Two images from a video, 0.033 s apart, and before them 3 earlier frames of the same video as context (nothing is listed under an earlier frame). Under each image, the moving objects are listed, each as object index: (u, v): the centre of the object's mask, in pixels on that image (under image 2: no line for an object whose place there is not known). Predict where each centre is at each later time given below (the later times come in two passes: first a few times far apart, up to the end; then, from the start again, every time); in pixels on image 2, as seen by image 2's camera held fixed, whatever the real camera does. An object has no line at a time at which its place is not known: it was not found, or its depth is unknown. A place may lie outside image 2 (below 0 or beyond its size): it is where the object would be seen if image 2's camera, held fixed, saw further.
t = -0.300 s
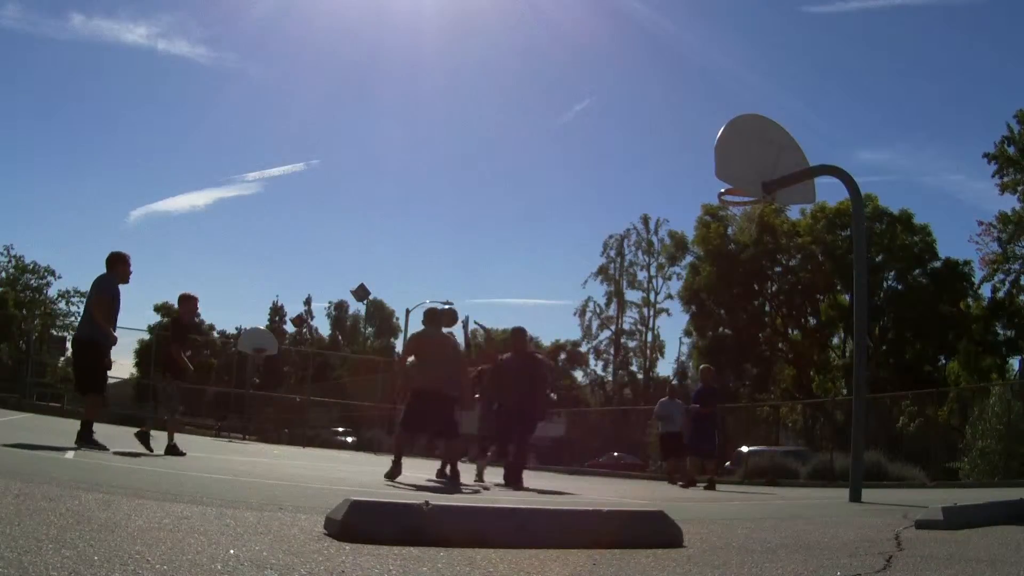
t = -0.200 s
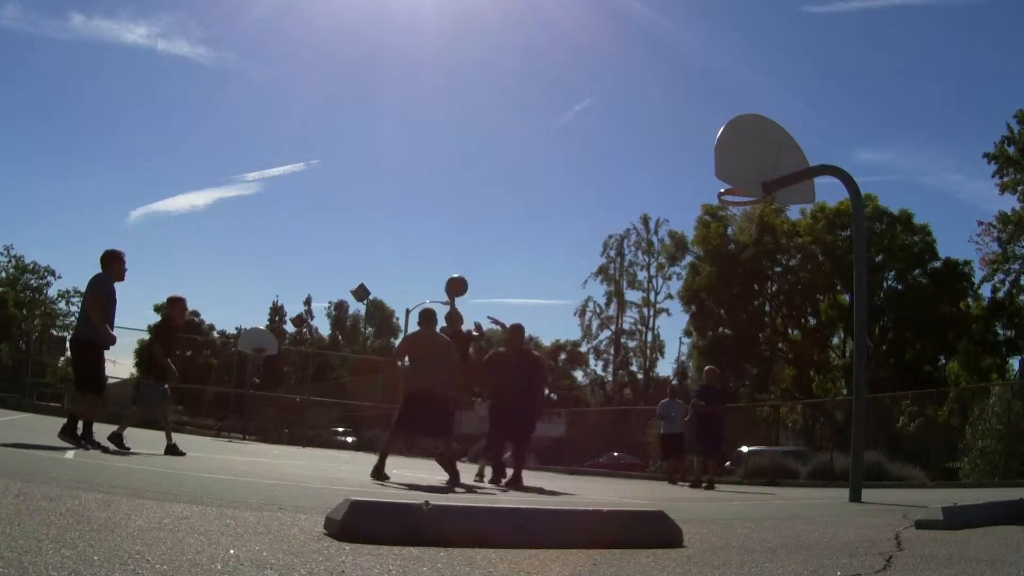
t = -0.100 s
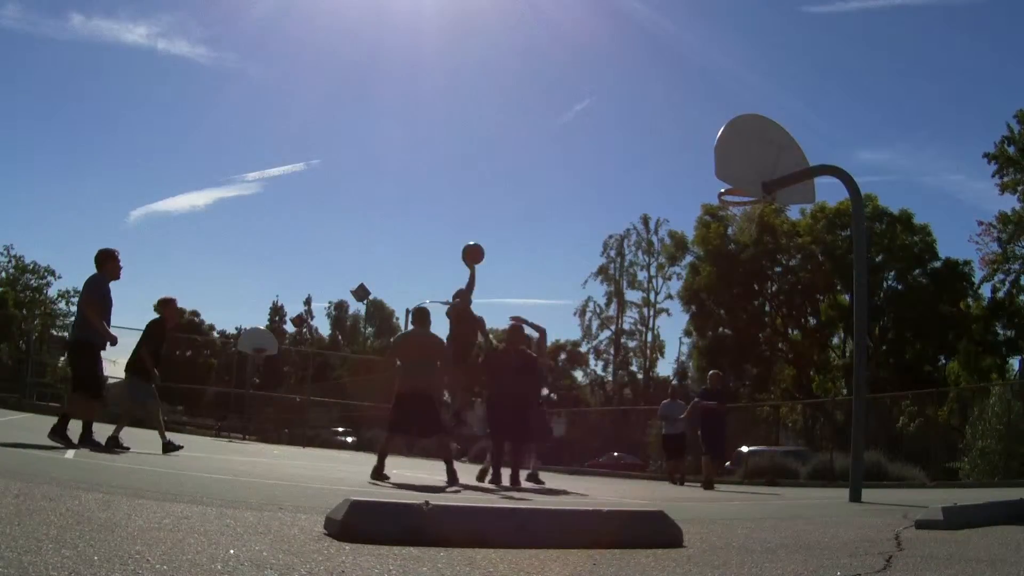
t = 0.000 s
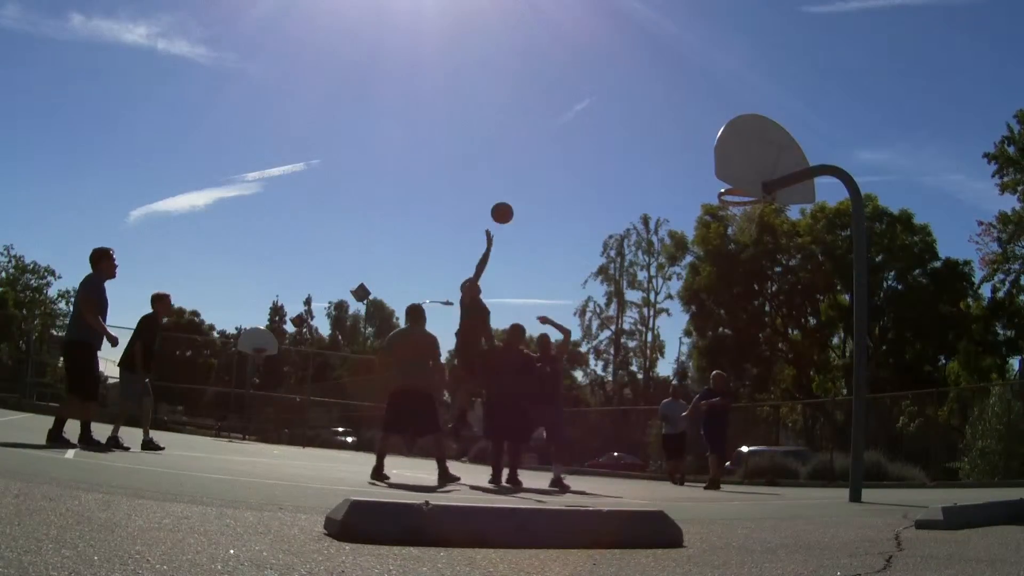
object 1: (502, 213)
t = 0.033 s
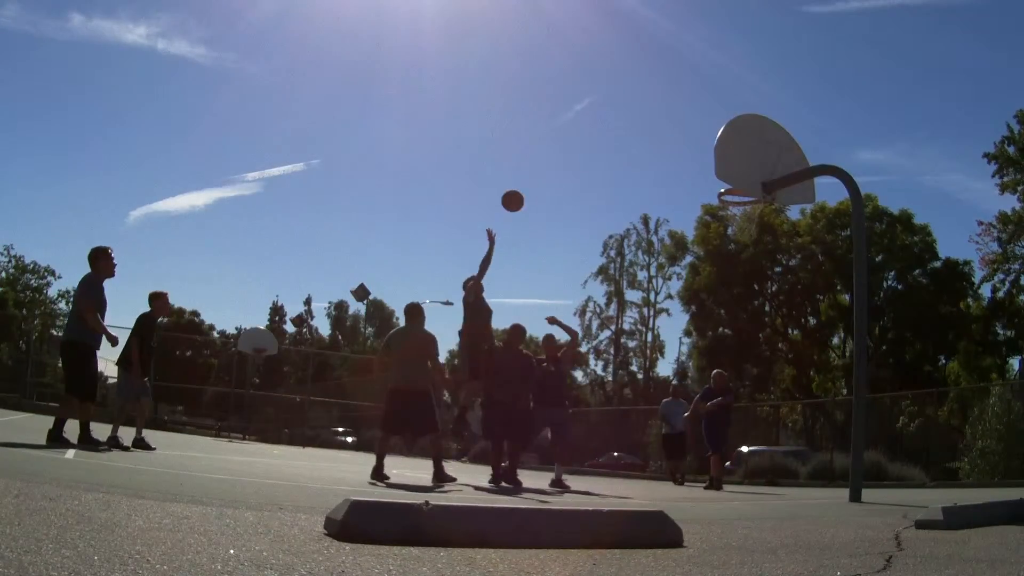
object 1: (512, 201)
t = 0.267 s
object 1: (584, 144)
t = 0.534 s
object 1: (667, 136)
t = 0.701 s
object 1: (712, 165)
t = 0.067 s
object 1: (523, 190)
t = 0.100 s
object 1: (533, 180)
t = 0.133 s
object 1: (544, 171)
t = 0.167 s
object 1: (554, 163)
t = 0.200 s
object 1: (564, 155)
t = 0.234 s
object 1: (574, 149)
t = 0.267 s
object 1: (584, 144)
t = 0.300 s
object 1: (595, 139)
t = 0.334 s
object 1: (605, 136)
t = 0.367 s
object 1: (615, 134)
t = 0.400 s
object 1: (625, 132)
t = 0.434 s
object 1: (636, 132)
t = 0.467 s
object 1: (646, 132)
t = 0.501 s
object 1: (656, 134)
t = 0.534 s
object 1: (667, 136)
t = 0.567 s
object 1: (677, 140)
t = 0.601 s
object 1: (688, 145)
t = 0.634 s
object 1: (698, 150)
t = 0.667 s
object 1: (707, 158)
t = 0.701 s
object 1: (712, 165)
